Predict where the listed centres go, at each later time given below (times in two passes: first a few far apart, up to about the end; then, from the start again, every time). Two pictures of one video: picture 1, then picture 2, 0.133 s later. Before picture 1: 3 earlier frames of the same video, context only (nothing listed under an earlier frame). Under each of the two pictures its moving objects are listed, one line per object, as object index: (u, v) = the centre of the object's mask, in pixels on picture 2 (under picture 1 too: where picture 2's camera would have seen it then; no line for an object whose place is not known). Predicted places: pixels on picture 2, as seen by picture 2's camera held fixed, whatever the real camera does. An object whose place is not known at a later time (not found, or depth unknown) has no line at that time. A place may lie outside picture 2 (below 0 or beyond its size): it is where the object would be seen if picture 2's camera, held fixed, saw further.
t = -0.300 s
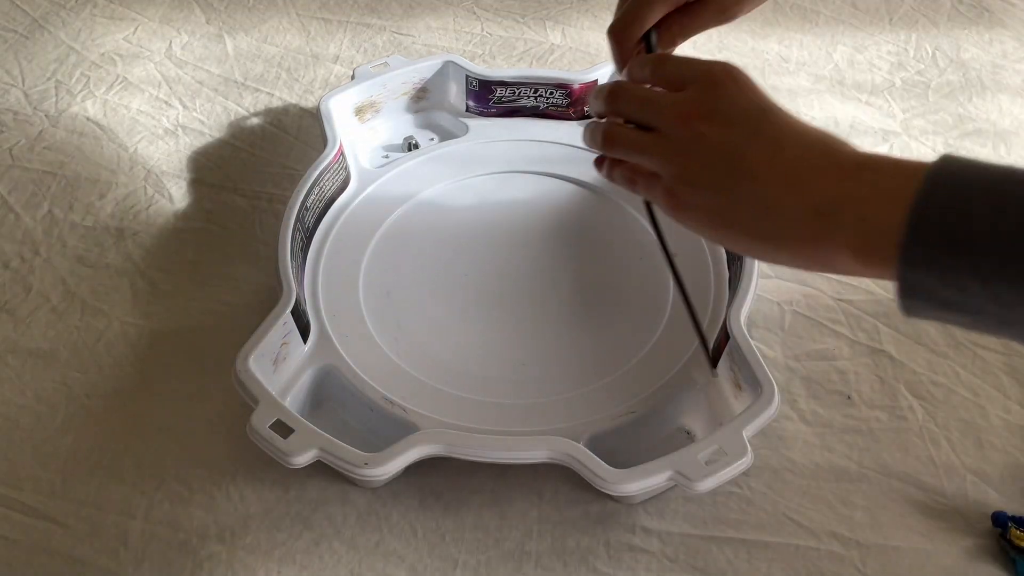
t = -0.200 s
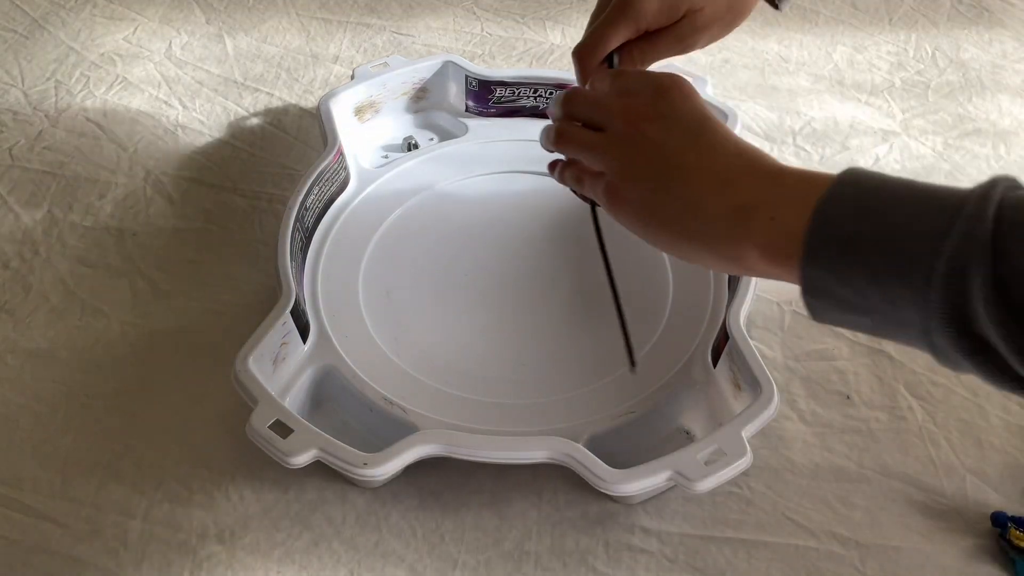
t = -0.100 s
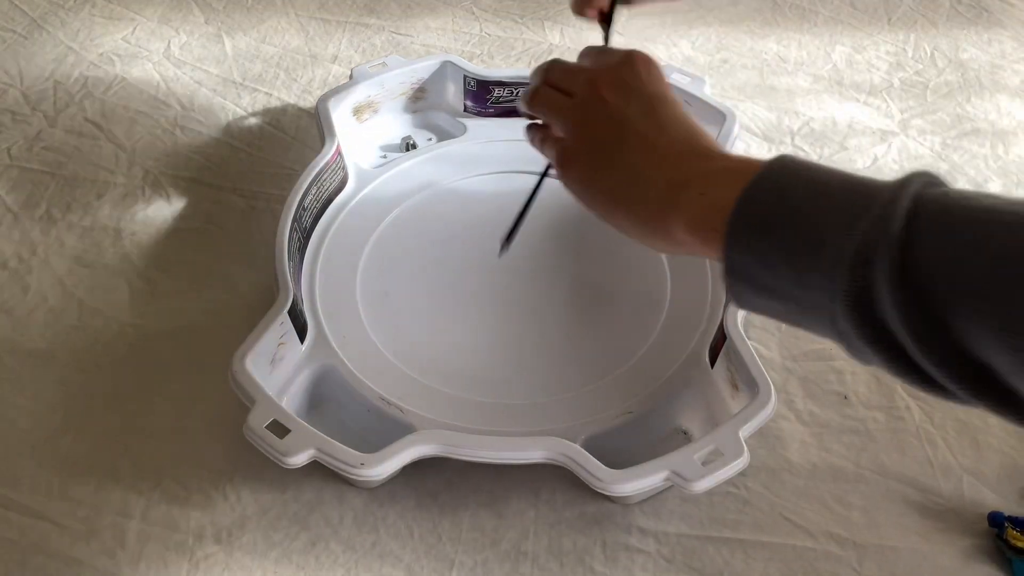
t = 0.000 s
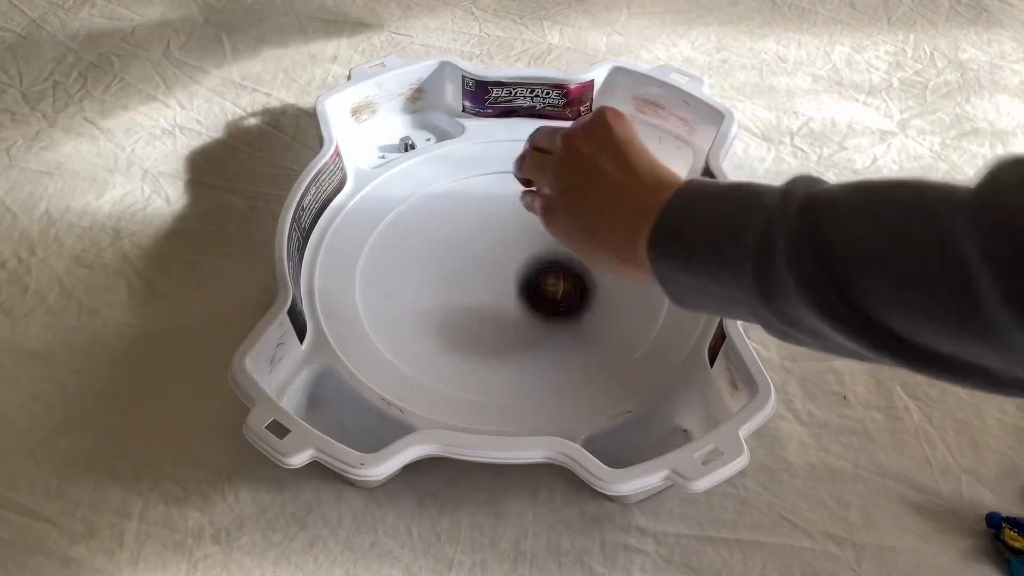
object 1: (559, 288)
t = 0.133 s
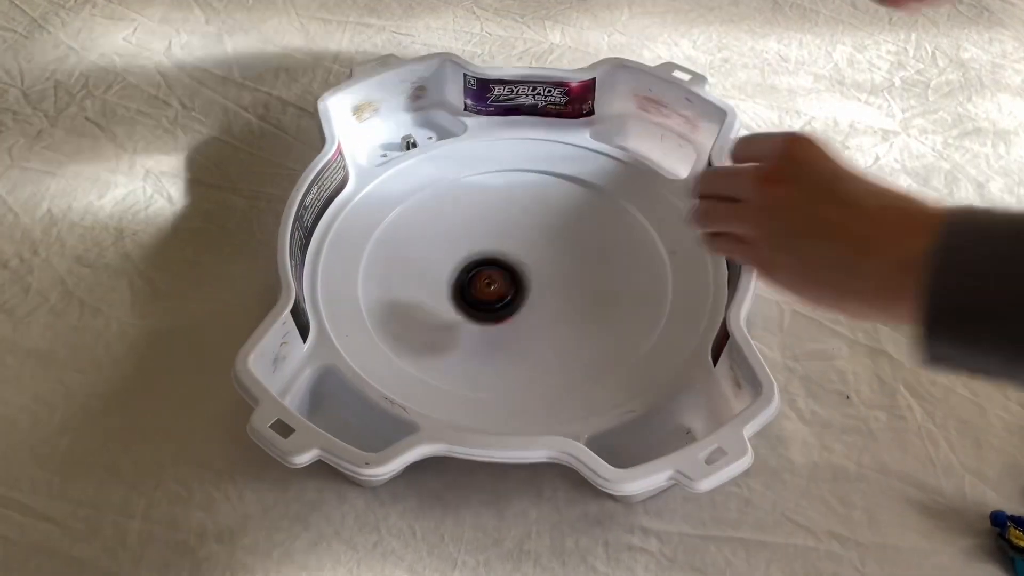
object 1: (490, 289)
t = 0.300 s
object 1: (448, 284)
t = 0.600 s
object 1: (545, 276)
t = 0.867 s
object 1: (595, 196)
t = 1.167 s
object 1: (394, 226)
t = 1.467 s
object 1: (552, 370)
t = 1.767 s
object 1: (605, 178)
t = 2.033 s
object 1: (382, 214)
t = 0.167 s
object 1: (474, 301)
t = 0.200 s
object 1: (464, 296)
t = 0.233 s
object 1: (455, 293)
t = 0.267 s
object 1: (450, 288)
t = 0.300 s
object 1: (448, 284)
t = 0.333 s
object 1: (450, 281)
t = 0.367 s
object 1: (454, 275)
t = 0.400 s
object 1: (461, 273)
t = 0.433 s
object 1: (470, 272)
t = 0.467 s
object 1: (482, 271)
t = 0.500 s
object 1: (495, 272)
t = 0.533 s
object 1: (509, 273)
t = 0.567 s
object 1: (526, 274)
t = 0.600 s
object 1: (545, 276)
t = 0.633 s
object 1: (564, 274)
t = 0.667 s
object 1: (582, 267)
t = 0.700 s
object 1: (596, 258)
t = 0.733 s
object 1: (607, 248)
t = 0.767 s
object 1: (612, 236)
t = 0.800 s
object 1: (613, 221)
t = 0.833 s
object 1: (607, 208)
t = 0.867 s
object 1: (595, 196)
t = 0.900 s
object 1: (580, 185)
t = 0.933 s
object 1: (559, 175)
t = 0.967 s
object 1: (534, 169)
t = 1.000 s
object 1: (510, 167)
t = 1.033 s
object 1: (483, 170)
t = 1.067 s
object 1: (456, 179)
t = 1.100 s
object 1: (432, 191)
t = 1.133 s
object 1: (411, 208)
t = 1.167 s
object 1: (394, 226)
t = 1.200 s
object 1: (382, 248)
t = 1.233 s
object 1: (376, 272)
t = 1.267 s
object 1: (378, 297)
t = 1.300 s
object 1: (389, 321)
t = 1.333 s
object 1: (407, 342)
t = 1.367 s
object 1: (434, 360)
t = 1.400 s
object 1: (472, 371)
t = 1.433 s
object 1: (512, 375)
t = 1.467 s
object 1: (552, 370)
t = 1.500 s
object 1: (590, 360)
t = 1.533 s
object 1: (623, 342)
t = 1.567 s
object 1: (648, 318)
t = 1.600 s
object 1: (662, 291)
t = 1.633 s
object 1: (664, 264)
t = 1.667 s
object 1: (661, 238)
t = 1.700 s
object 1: (648, 214)
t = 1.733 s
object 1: (629, 194)
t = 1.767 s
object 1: (605, 178)
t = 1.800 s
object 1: (578, 166)
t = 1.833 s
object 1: (547, 159)
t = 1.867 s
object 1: (516, 156)
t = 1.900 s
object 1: (485, 158)
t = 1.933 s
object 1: (455, 165)
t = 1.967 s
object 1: (425, 177)
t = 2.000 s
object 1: (401, 194)
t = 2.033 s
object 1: (382, 214)
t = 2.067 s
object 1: (369, 237)
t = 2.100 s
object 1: (363, 262)
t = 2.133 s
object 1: (367, 288)
